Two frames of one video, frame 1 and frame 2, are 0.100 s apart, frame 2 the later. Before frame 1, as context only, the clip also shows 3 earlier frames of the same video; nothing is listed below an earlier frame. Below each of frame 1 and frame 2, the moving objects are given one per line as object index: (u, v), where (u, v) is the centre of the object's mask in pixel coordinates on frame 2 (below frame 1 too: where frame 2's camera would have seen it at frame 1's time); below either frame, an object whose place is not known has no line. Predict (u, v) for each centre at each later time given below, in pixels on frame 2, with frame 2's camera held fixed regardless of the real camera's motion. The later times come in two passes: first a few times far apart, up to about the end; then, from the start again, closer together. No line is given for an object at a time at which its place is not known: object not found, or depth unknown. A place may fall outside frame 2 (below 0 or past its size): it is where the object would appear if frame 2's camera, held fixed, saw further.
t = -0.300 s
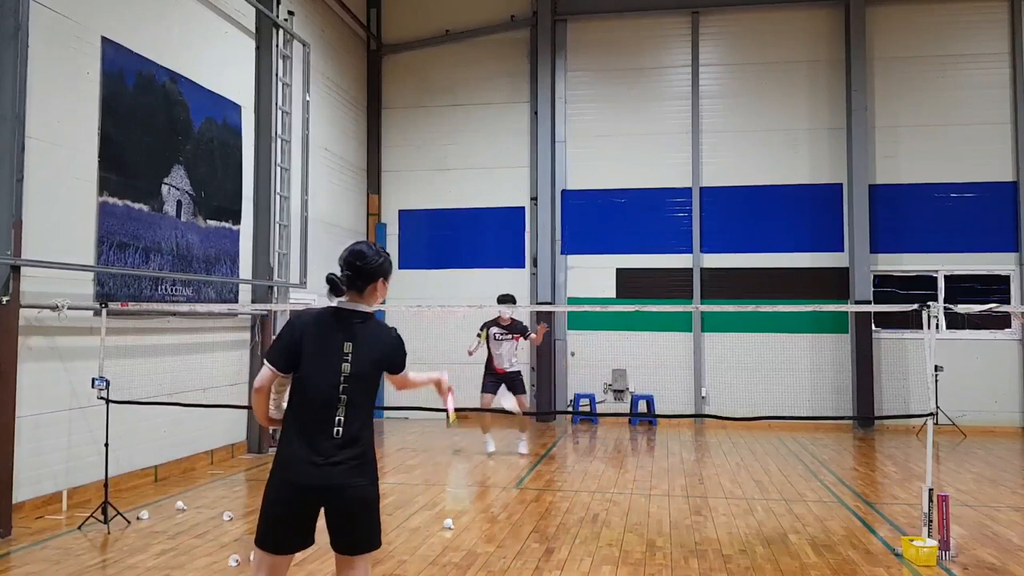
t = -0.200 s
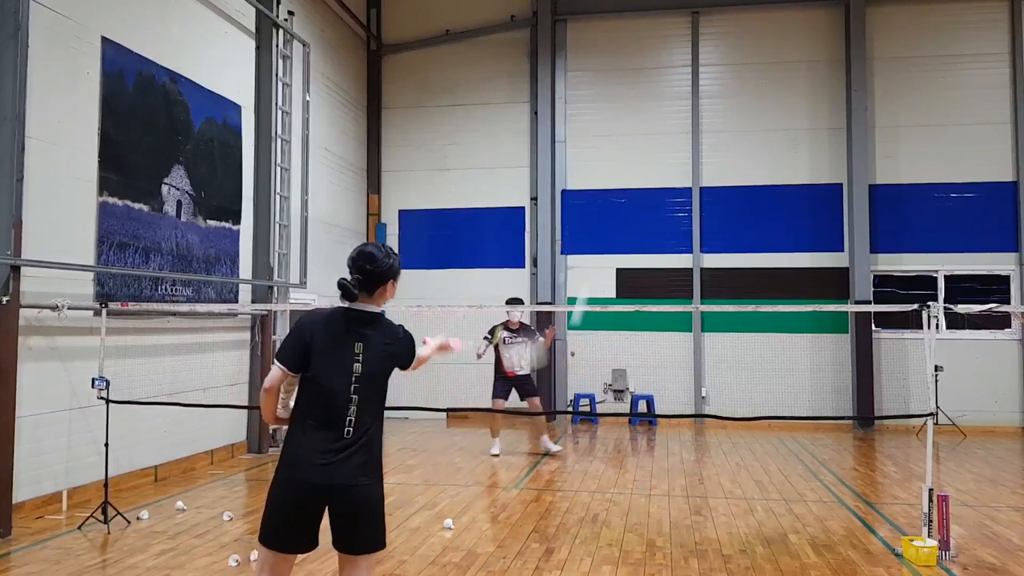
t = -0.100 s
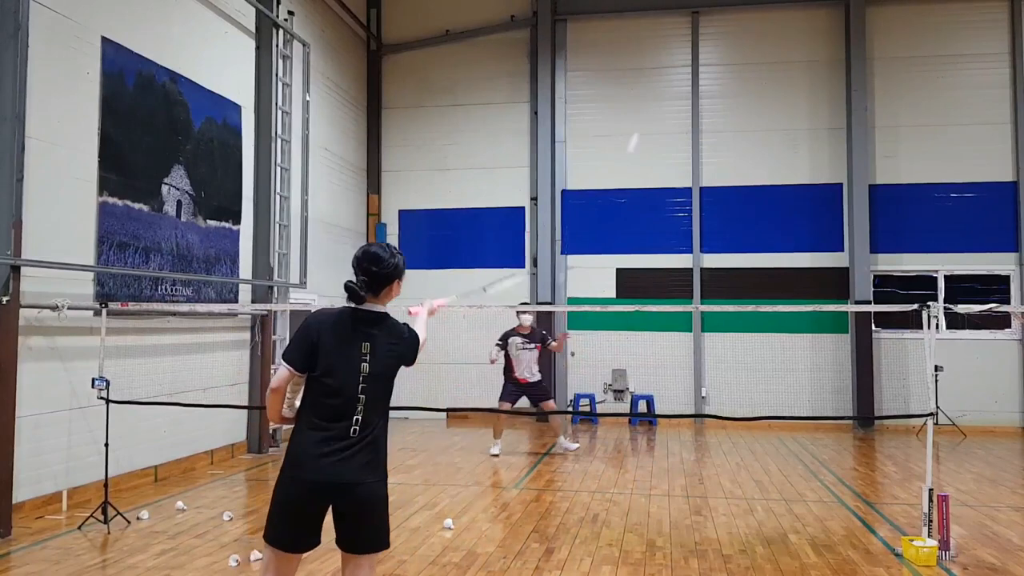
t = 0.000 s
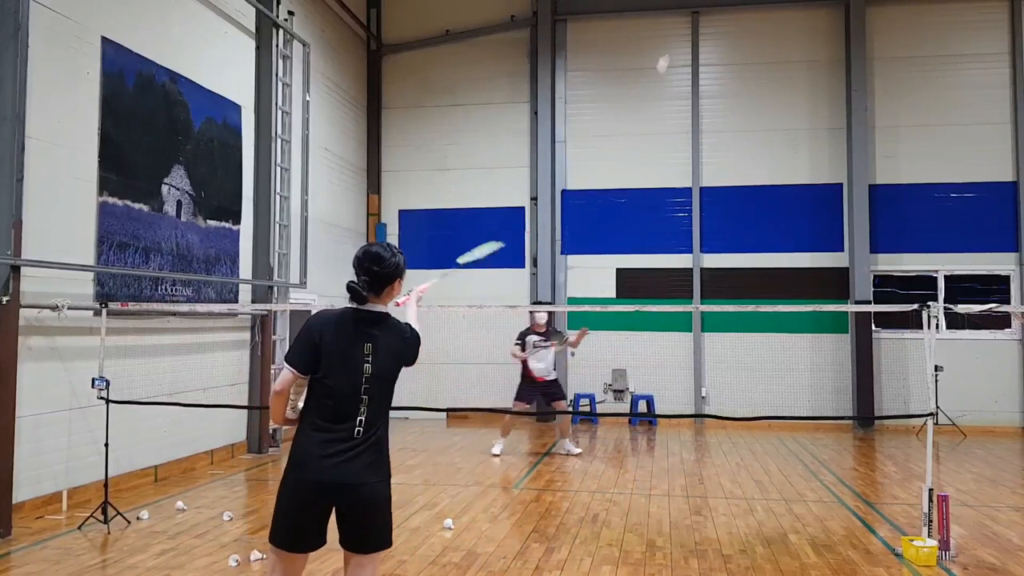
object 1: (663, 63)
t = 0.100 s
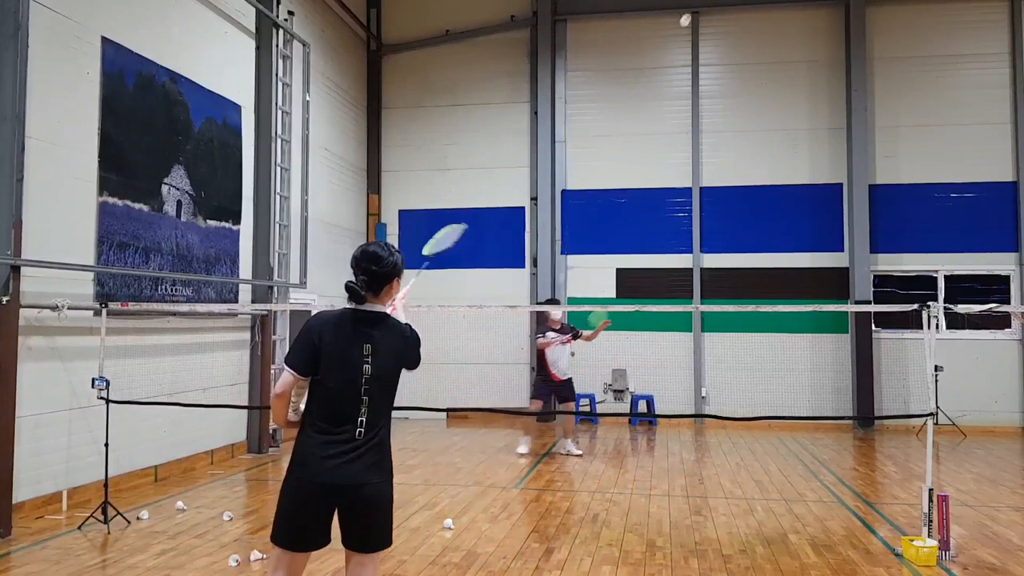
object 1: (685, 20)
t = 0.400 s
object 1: (726, 1)
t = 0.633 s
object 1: (749, 42)
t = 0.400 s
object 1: (726, 1)
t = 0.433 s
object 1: (730, 3)
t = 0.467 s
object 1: (733, 5)
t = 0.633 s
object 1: (749, 42)
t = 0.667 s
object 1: (752, 51)
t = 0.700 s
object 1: (755, 61)
